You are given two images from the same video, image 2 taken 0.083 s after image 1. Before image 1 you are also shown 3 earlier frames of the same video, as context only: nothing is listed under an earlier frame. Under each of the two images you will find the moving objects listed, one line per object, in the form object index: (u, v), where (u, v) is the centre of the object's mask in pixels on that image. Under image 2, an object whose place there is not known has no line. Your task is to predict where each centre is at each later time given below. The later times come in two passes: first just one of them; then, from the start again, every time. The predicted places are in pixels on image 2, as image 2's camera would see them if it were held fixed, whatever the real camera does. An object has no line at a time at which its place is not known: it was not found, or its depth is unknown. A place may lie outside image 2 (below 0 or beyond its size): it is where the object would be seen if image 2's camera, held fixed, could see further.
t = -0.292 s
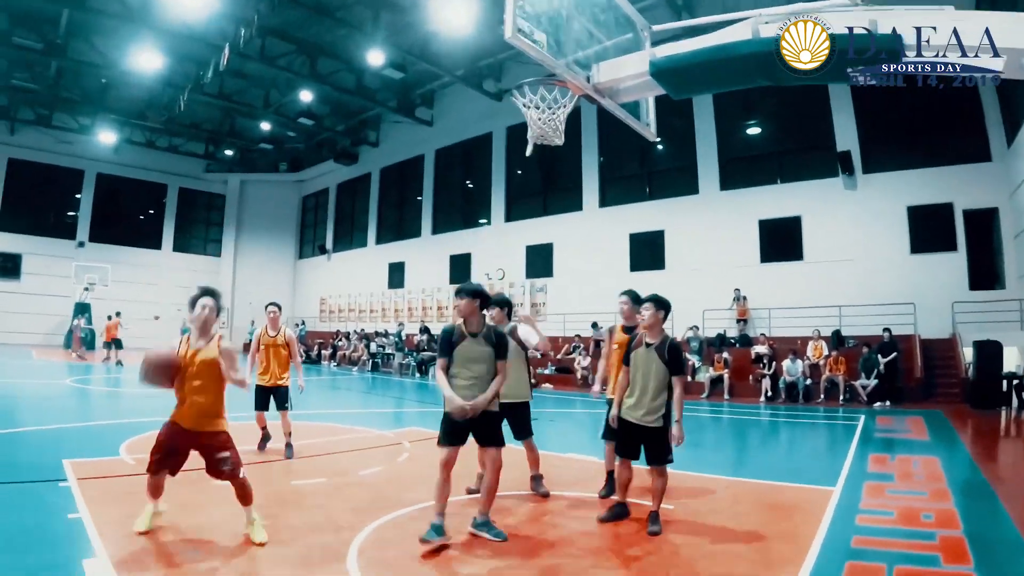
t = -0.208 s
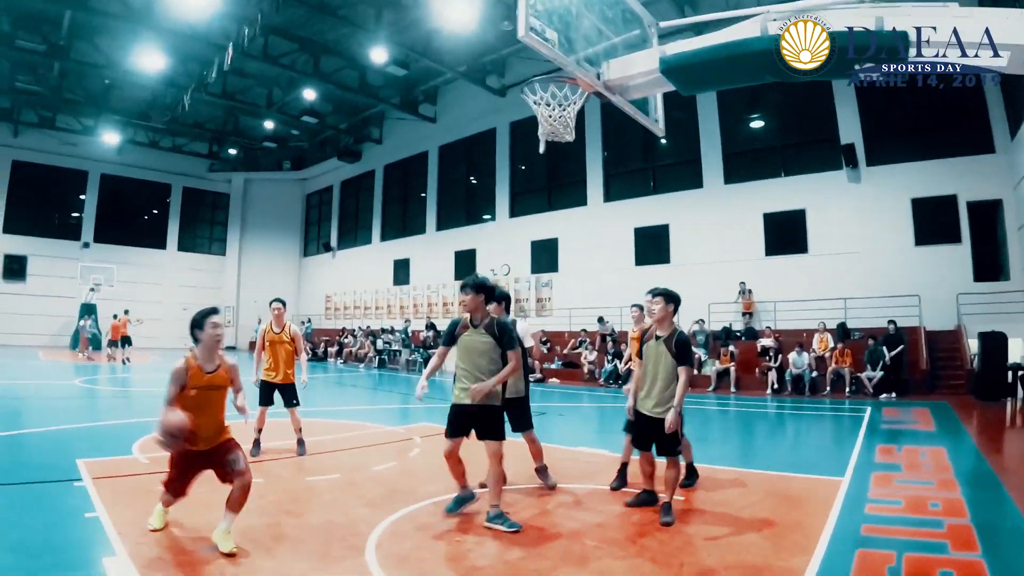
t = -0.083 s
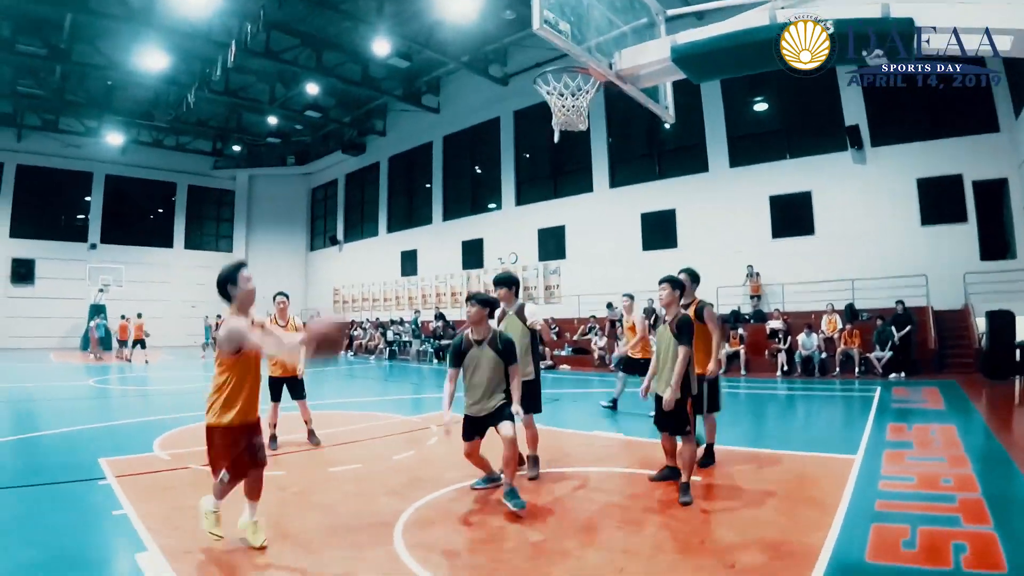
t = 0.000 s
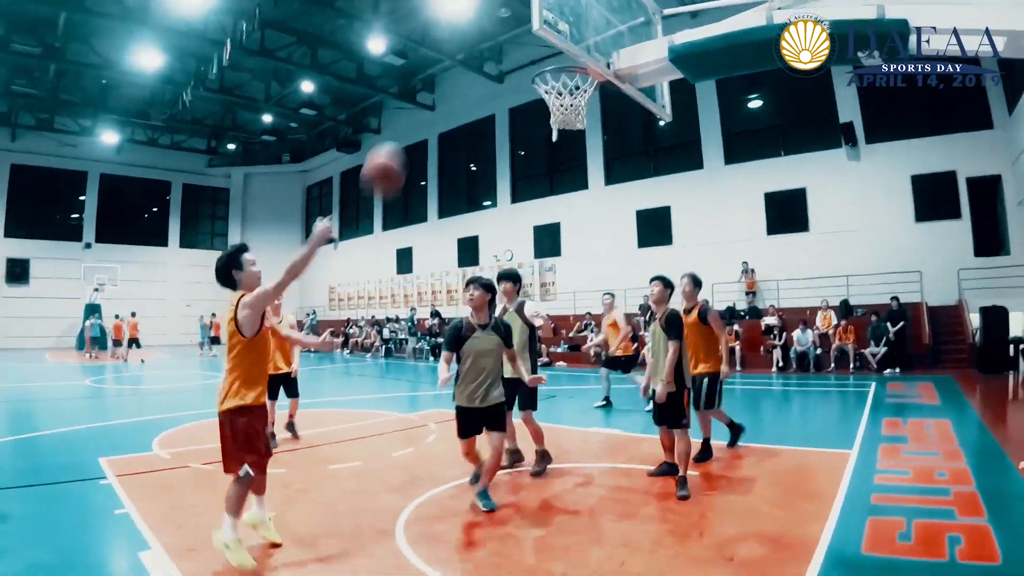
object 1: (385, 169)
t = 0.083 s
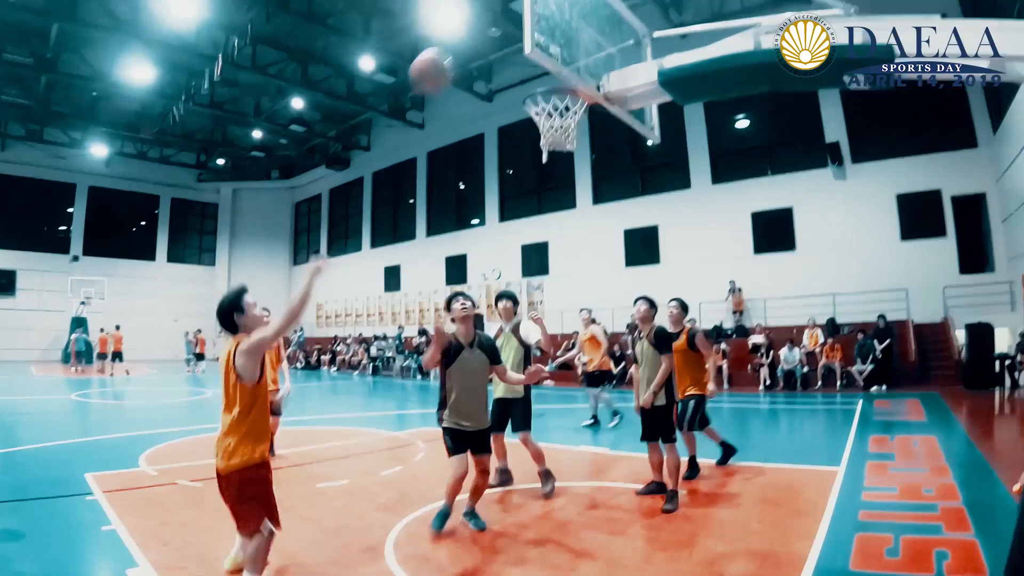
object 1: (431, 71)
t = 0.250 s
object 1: (509, -9)
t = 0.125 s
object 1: (460, 39)
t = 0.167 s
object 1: (485, 8)
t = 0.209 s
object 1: (504, -6)
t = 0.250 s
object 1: (509, -9)
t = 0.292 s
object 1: (507, -2)
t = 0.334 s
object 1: (506, 14)
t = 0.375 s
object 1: (505, 37)
